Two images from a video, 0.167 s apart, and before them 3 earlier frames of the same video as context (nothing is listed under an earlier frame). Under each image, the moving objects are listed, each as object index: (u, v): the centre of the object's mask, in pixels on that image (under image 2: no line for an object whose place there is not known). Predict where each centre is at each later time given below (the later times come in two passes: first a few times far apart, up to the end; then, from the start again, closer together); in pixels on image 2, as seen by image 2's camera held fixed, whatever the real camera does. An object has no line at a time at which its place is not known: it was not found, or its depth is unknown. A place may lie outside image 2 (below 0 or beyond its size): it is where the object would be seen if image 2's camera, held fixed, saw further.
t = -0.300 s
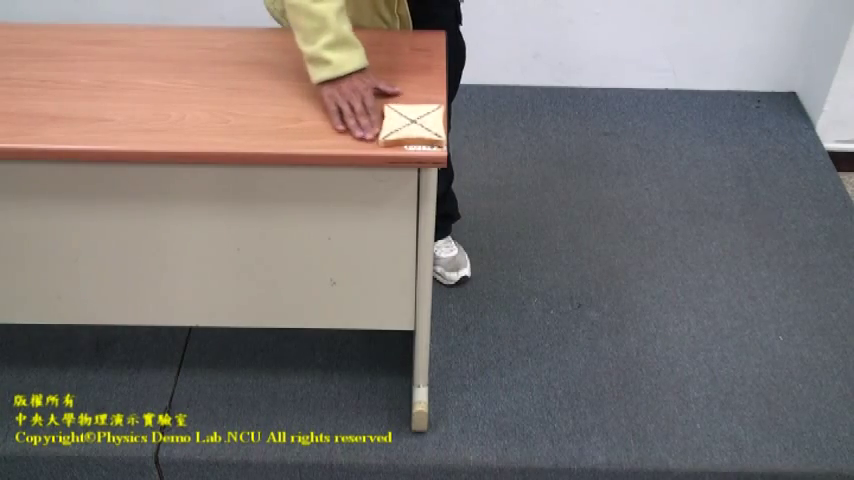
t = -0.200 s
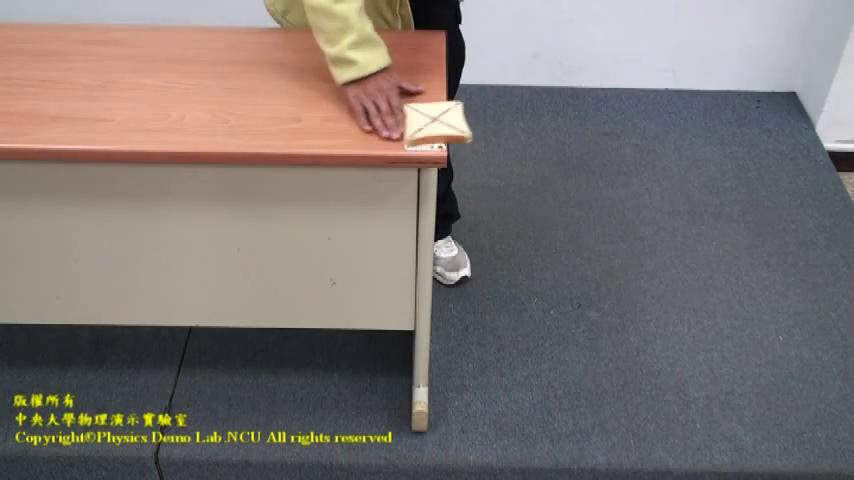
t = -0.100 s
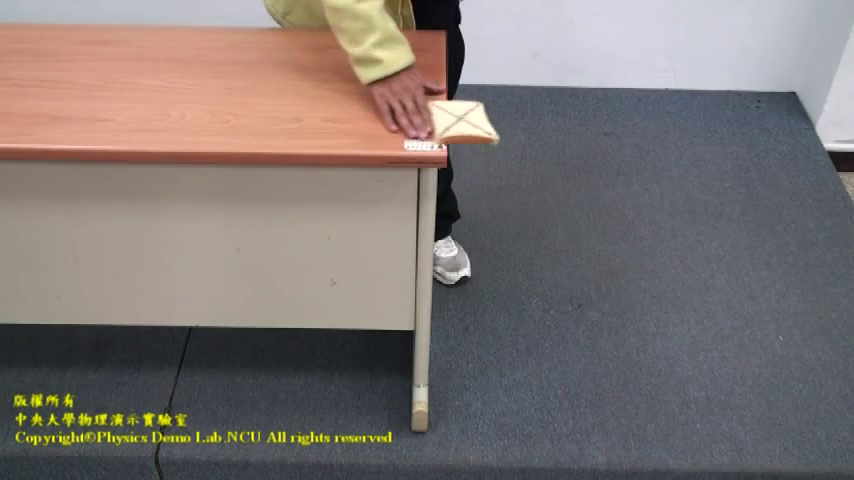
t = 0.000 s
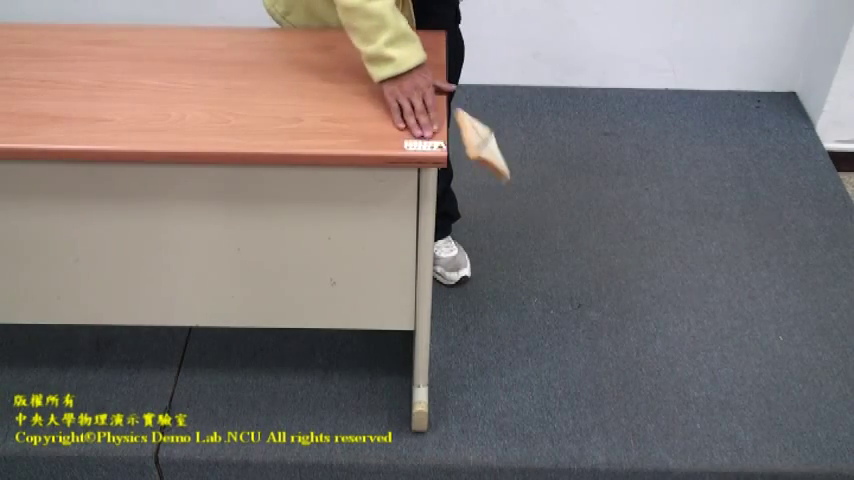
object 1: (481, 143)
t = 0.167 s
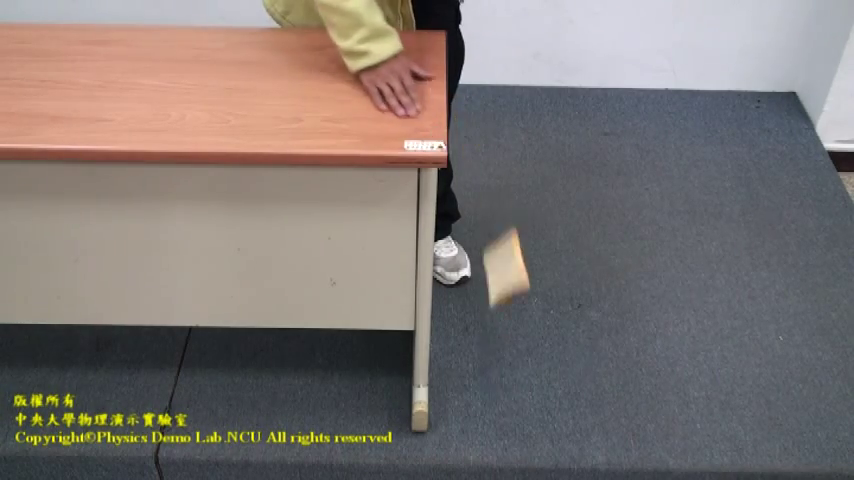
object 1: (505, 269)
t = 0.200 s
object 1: (506, 303)
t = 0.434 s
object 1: (497, 367)
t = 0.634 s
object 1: (497, 368)
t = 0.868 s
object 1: (497, 368)
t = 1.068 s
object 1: (497, 368)
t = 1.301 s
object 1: (497, 368)
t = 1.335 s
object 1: (497, 368)
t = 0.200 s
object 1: (506, 303)
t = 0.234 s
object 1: (505, 336)
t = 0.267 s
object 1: (504, 372)
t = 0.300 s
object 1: (502, 384)
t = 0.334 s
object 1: (501, 375)
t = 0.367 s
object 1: (500, 369)
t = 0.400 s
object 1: (499, 367)
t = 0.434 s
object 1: (497, 367)
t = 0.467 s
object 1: (497, 367)
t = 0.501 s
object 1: (497, 368)
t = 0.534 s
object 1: (497, 368)
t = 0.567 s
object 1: (497, 368)
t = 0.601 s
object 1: (497, 368)
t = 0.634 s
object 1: (497, 368)
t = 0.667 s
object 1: (497, 368)
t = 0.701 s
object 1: (497, 368)
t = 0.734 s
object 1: (497, 368)
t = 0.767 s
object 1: (497, 368)
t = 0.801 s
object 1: (497, 368)
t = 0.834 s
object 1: (497, 368)
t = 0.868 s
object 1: (497, 368)
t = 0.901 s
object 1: (497, 368)
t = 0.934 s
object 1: (497, 368)
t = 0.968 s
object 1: (497, 368)
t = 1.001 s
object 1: (497, 368)
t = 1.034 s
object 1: (497, 368)
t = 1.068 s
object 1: (497, 368)
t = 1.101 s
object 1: (497, 368)
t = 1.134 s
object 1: (497, 368)
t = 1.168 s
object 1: (497, 368)
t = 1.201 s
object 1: (497, 368)
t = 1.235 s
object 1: (497, 368)
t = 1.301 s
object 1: (497, 368)
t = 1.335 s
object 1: (497, 368)
